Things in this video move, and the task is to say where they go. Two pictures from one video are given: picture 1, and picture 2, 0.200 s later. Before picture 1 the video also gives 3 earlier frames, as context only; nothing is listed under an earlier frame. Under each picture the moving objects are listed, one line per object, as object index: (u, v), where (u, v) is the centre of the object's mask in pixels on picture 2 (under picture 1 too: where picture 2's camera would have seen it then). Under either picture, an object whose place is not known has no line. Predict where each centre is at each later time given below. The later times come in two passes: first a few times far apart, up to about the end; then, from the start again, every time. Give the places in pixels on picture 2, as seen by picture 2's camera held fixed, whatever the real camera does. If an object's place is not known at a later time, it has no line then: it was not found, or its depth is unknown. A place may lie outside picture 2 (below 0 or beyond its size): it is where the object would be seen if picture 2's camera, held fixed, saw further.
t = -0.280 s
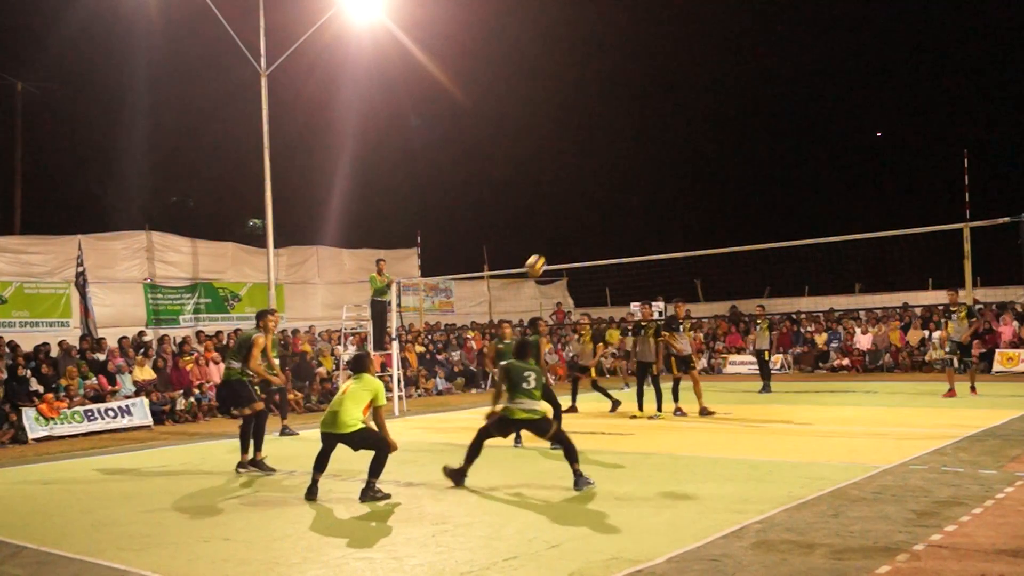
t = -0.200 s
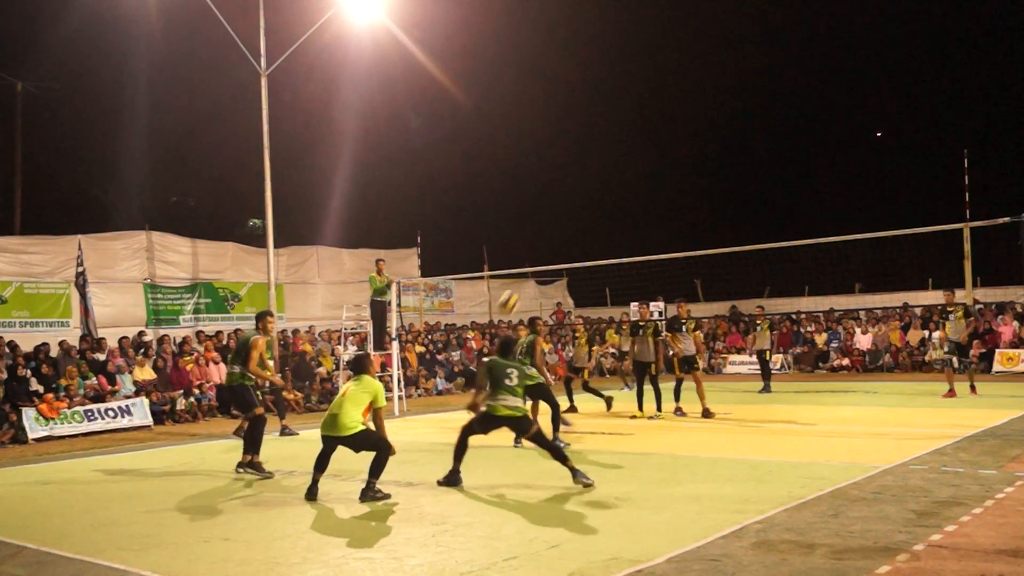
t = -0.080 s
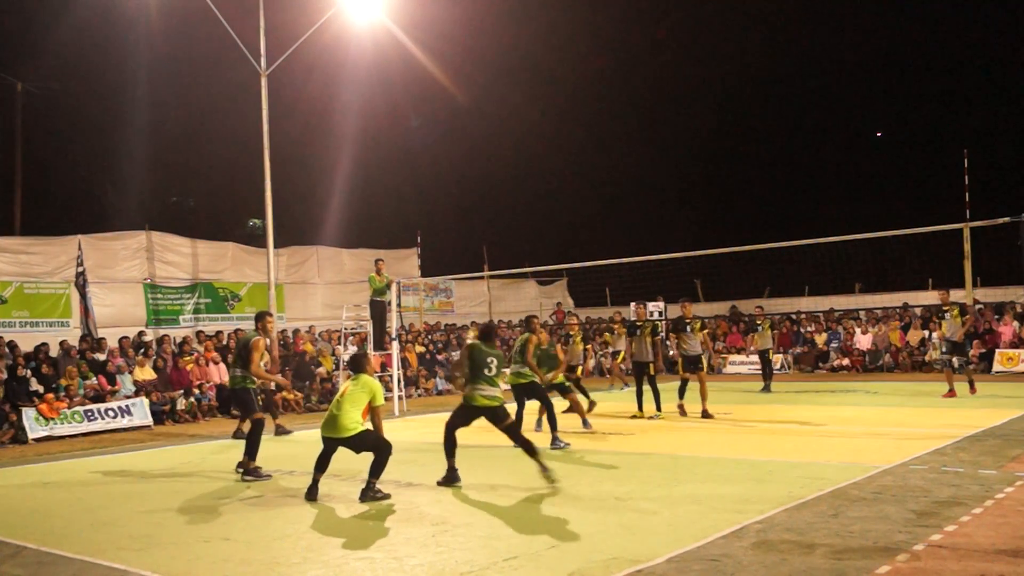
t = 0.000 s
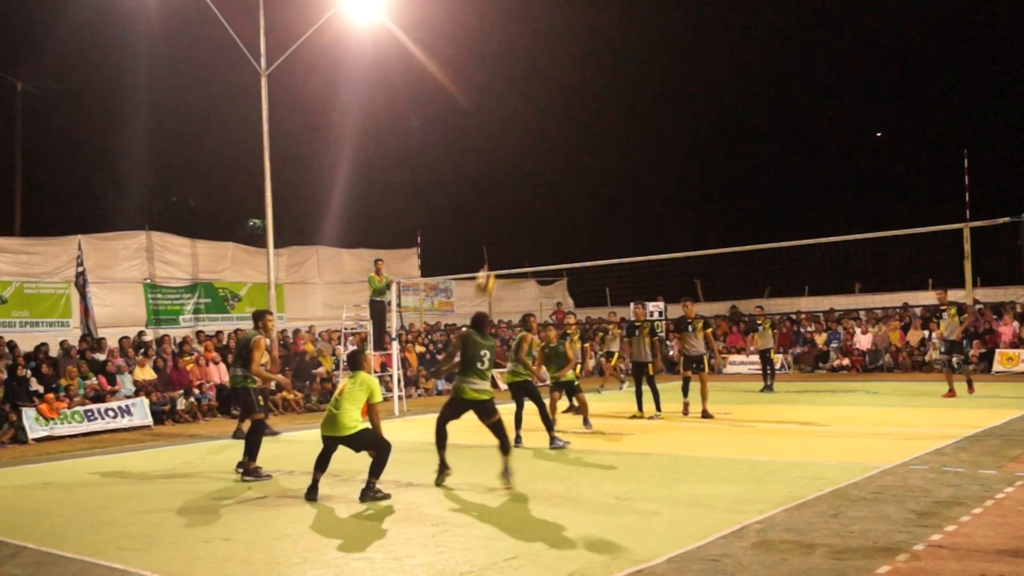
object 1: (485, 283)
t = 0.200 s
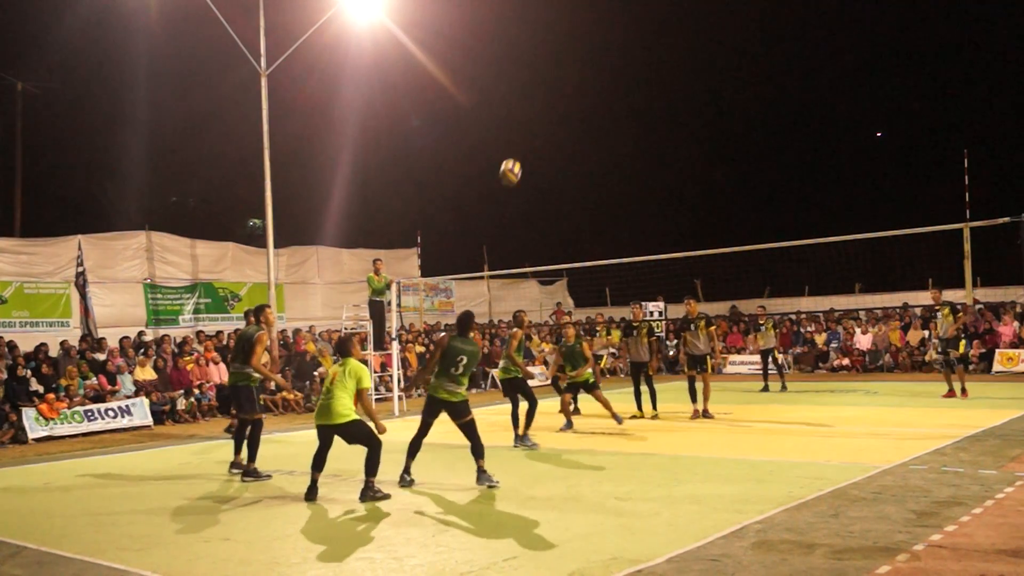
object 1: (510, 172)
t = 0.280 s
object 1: (520, 140)
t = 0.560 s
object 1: (553, 80)
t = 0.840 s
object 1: (587, 90)
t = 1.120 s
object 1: (620, 159)
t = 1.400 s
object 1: (651, 278)
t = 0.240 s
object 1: (515, 155)
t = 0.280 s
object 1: (520, 140)
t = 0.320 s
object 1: (525, 127)
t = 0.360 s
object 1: (529, 115)
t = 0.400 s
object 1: (534, 105)
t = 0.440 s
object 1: (539, 96)
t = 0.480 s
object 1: (544, 89)
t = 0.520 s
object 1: (549, 84)
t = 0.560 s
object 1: (553, 80)
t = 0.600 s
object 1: (558, 78)
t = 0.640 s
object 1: (563, 76)
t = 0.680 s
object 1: (568, 76)
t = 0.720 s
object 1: (573, 78)
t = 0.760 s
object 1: (577, 80)
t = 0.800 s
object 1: (582, 85)
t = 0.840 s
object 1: (587, 90)
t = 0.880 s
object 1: (592, 96)
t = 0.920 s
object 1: (597, 104)
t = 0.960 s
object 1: (601, 113)
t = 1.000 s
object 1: (606, 123)
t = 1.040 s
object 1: (611, 134)
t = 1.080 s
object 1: (615, 146)
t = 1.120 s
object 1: (620, 159)
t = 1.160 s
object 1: (625, 173)
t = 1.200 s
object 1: (629, 188)
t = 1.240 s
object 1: (634, 204)
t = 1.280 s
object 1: (638, 222)
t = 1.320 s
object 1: (643, 239)
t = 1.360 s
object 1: (647, 259)
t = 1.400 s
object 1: (651, 278)
